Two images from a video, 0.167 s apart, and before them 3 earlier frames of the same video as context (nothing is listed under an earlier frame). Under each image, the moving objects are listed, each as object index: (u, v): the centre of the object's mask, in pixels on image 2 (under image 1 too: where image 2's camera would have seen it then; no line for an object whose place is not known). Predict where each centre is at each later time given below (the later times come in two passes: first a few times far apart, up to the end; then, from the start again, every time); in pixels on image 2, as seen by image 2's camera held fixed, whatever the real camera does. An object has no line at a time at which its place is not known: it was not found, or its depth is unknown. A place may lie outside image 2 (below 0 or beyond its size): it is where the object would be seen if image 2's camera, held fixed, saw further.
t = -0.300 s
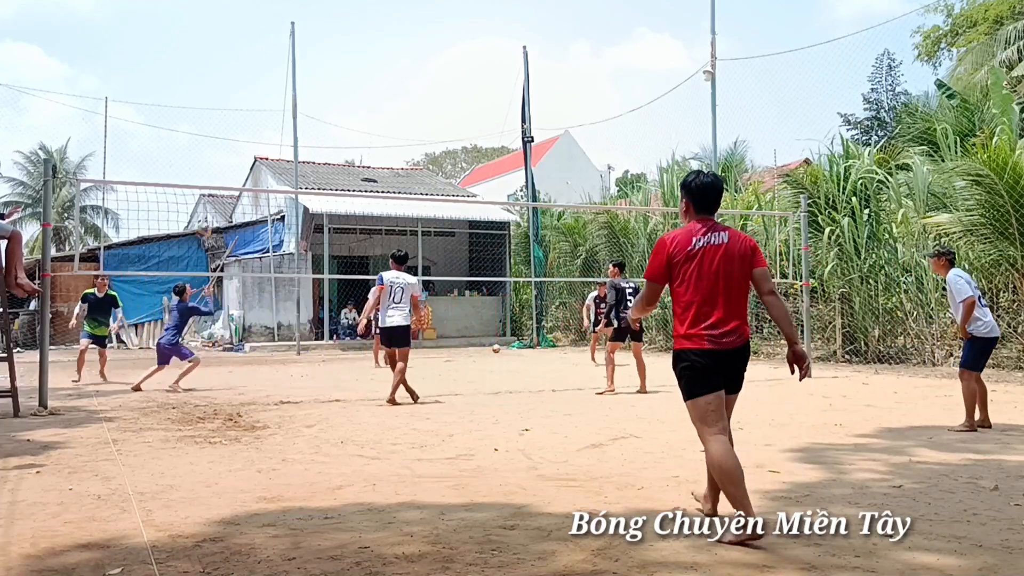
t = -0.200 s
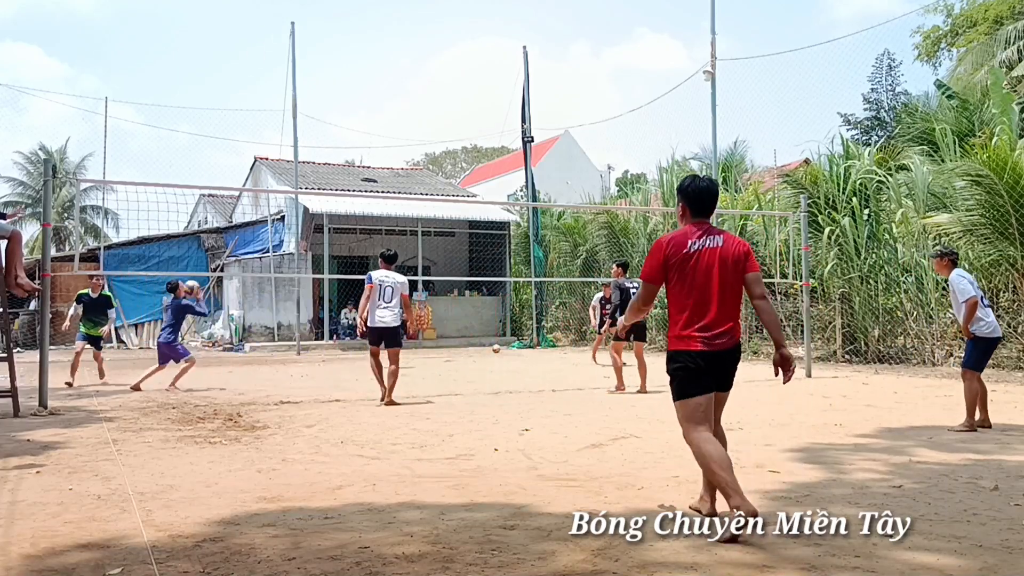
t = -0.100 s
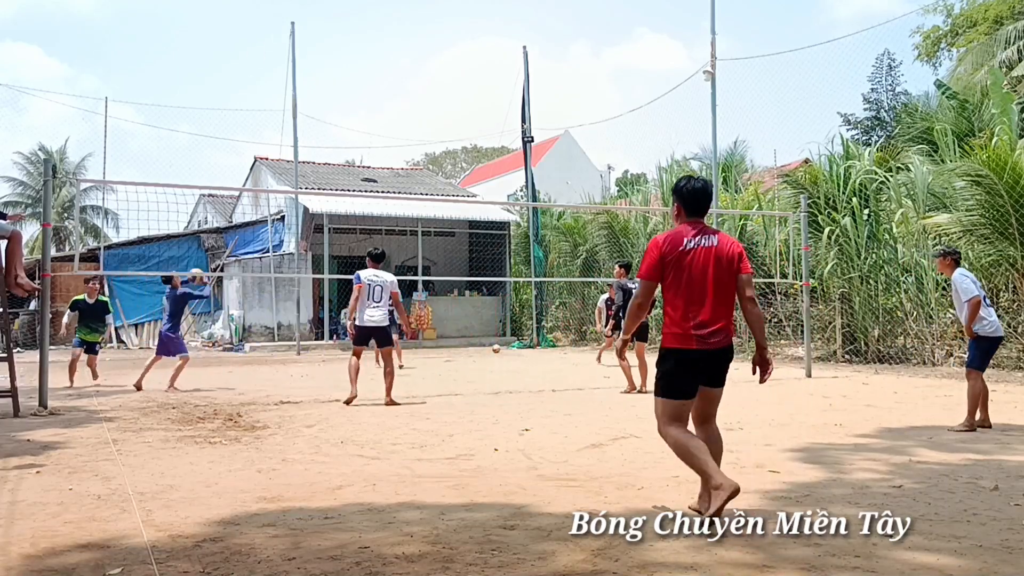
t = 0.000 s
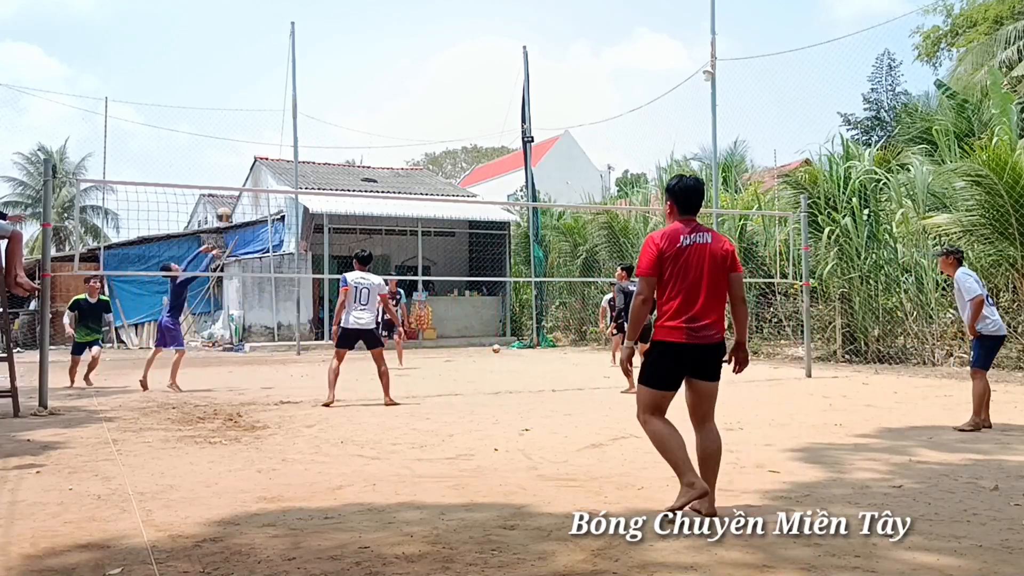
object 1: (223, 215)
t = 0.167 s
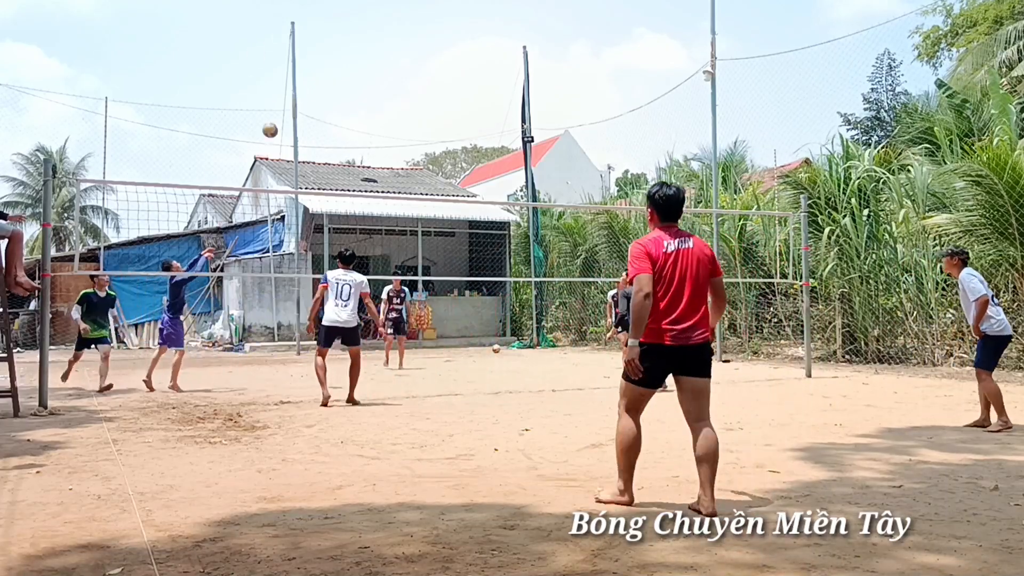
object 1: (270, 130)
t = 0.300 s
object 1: (305, 78)
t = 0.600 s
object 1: (378, 12)
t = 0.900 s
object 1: (448, 13)
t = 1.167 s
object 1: (507, 65)
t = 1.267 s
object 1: (528, 96)
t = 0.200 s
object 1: (279, 116)
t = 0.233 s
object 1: (287, 102)
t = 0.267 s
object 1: (296, 90)
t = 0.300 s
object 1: (305, 78)
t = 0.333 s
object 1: (313, 68)
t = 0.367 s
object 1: (321, 58)
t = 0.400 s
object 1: (330, 49)
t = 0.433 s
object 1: (338, 41)
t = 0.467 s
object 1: (346, 33)
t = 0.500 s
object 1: (354, 27)
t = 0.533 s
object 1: (362, 21)
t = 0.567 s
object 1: (370, 17)
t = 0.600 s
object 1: (378, 12)
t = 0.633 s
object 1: (386, 9)
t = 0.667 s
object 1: (394, 7)
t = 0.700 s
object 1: (402, 6)
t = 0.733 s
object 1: (410, 5)
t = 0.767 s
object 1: (418, 6)
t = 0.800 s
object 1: (425, 6)
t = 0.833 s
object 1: (433, 7)
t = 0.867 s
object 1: (441, 9)
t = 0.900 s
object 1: (448, 13)
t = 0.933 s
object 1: (456, 17)
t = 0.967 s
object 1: (463, 21)
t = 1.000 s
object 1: (471, 27)
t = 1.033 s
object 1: (478, 33)
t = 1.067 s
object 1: (485, 40)
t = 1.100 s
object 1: (493, 47)
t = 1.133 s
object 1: (500, 56)
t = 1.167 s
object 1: (507, 65)
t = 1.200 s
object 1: (514, 74)
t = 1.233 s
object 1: (521, 85)
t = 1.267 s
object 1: (528, 96)
